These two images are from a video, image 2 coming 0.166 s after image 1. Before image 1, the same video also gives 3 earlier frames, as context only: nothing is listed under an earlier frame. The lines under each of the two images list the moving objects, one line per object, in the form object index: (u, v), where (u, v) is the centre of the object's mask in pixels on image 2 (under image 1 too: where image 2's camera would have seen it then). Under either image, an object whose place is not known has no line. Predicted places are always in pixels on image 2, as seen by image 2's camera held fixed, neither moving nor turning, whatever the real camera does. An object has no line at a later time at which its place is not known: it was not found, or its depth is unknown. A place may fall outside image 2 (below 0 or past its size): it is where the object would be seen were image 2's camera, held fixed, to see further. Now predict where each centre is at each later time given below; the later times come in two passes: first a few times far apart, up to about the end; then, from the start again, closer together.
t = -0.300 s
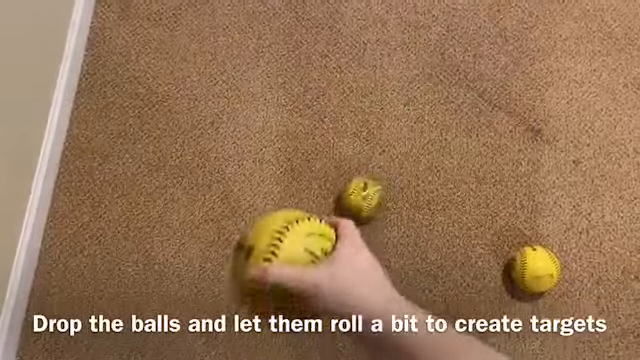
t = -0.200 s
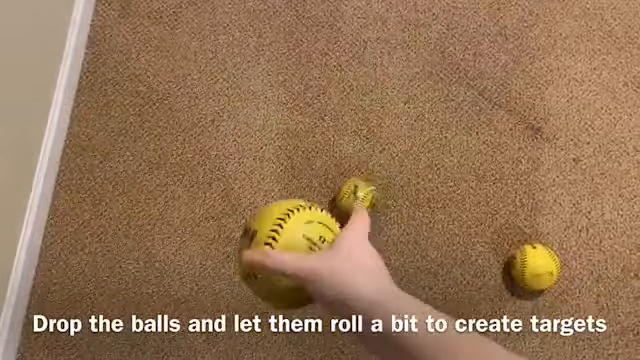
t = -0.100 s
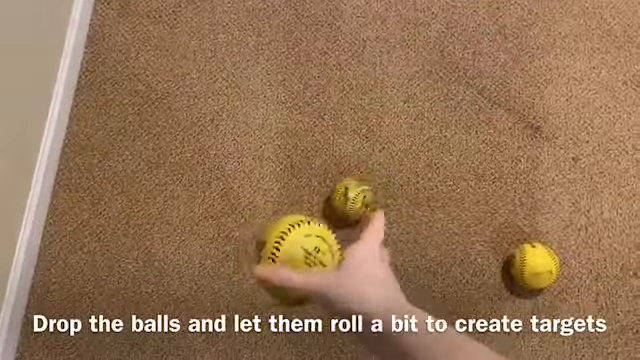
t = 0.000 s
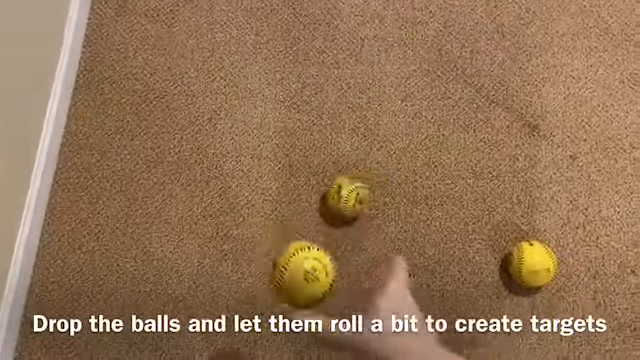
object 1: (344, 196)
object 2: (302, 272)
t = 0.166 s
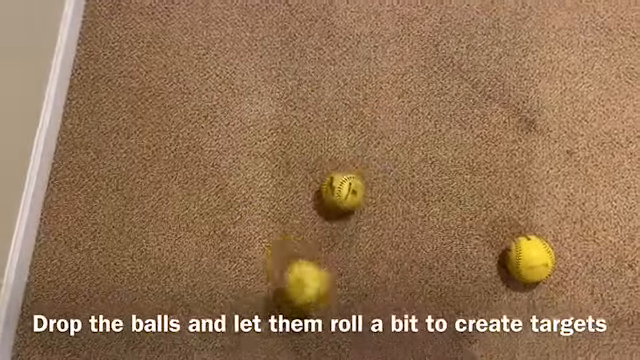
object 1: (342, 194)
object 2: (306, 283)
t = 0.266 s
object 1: (341, 191)
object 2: (291, 264)
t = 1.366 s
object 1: (339, 190)
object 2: (198, 206)
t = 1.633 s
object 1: (340, 189)
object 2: (174, 196)
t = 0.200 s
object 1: (341, 192)
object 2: (300, 277)
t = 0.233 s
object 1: (341, 191)
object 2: (295, 269)
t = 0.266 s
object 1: (341, 191)
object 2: (291, 264)
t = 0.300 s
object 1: (340, 190)
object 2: (285, 258)
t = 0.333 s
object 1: (340, 190)
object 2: (282, 254)
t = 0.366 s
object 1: (340, 189)
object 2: (276, 249)
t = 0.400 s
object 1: (340, 189)
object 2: (273, 247)
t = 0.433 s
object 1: (341, 188)
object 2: (271, 247)
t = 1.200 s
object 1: (339, 190)
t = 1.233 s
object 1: (338, 190)
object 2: (210, 211)
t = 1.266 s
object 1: (339, 190)
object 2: (207, 210)
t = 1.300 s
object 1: (339, 190)
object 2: (204, 208)
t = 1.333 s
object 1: (339, 190)
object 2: (200, 207)
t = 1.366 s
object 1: (339, 190)
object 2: (198, 206)
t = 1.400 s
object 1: (339, 190)
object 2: (194, 204)
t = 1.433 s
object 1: (339, 190)
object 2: (189, 202)
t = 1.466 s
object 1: (339, 190)
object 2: (187, 201)
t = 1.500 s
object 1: (338, 190)
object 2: (184, 200)
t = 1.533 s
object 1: (339, 190)
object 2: (182, 198)
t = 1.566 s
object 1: (339, 190)
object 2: (179, 197)
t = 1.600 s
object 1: (339, 190)
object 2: (177, 196)
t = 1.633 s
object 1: (340, 189)
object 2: (174, 196)
